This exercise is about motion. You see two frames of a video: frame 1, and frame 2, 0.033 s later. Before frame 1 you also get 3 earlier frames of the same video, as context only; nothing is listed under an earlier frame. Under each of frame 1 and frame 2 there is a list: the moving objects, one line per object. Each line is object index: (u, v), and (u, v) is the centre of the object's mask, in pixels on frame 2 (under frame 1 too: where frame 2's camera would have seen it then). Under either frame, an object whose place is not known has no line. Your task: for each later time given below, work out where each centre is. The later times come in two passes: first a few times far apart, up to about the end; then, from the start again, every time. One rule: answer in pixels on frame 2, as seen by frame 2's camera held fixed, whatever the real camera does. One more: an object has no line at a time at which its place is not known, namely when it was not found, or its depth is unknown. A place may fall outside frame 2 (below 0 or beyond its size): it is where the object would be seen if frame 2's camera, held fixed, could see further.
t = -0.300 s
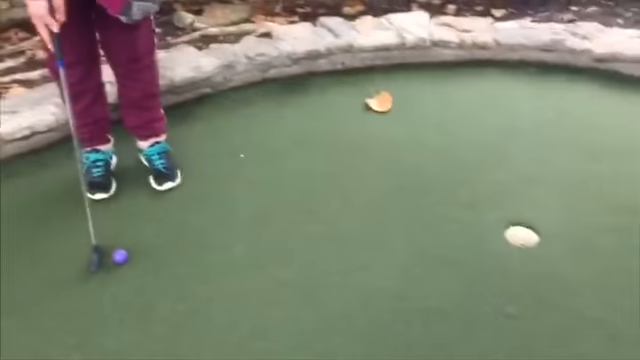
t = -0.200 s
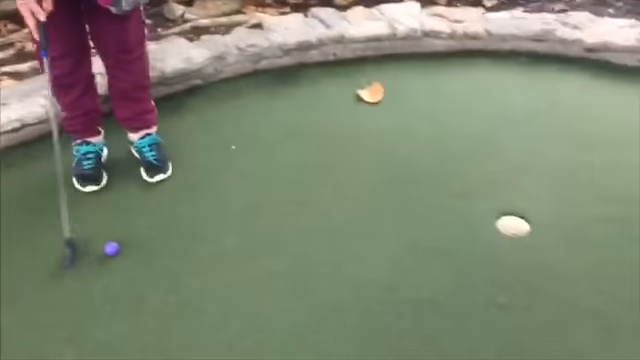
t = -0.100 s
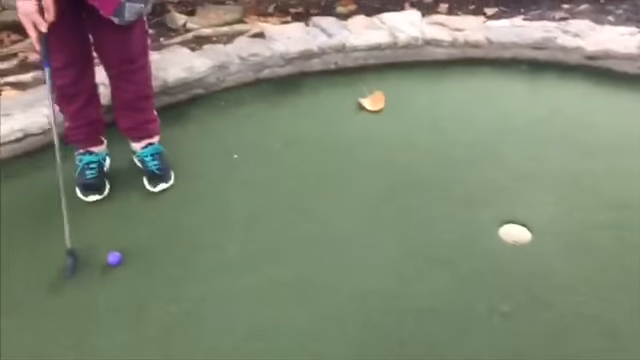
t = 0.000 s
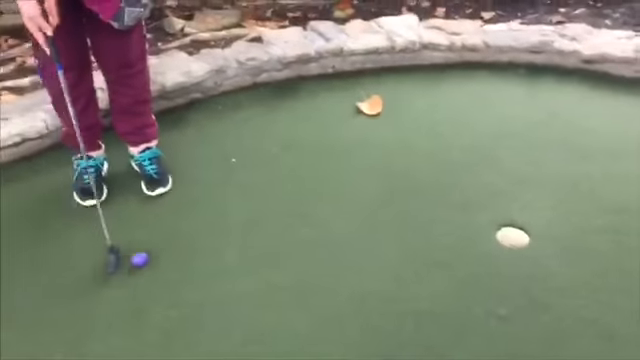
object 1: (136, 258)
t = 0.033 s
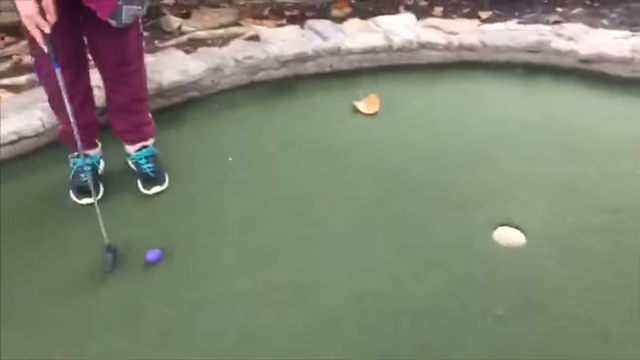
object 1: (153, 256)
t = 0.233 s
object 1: (249, 245)
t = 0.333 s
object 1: (290, 241)
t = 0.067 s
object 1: (171, 254)
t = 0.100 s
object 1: (187, 252)
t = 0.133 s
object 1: (203, 250)
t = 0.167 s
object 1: (219, 248)
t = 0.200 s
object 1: (234, 247)
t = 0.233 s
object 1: (249, 245)
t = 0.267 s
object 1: (263, 244)
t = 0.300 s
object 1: (277, 242)
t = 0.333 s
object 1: (290, 241)
